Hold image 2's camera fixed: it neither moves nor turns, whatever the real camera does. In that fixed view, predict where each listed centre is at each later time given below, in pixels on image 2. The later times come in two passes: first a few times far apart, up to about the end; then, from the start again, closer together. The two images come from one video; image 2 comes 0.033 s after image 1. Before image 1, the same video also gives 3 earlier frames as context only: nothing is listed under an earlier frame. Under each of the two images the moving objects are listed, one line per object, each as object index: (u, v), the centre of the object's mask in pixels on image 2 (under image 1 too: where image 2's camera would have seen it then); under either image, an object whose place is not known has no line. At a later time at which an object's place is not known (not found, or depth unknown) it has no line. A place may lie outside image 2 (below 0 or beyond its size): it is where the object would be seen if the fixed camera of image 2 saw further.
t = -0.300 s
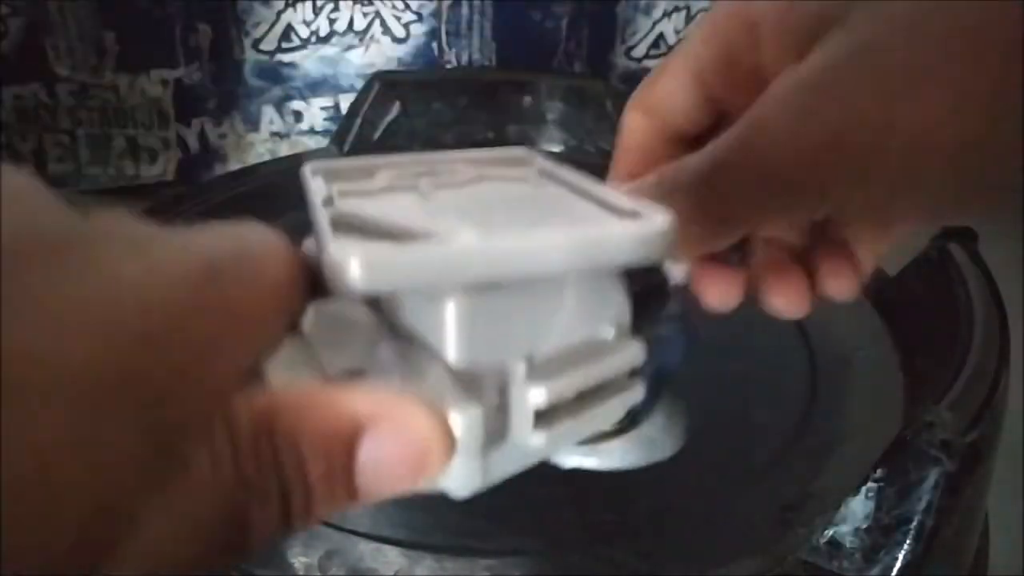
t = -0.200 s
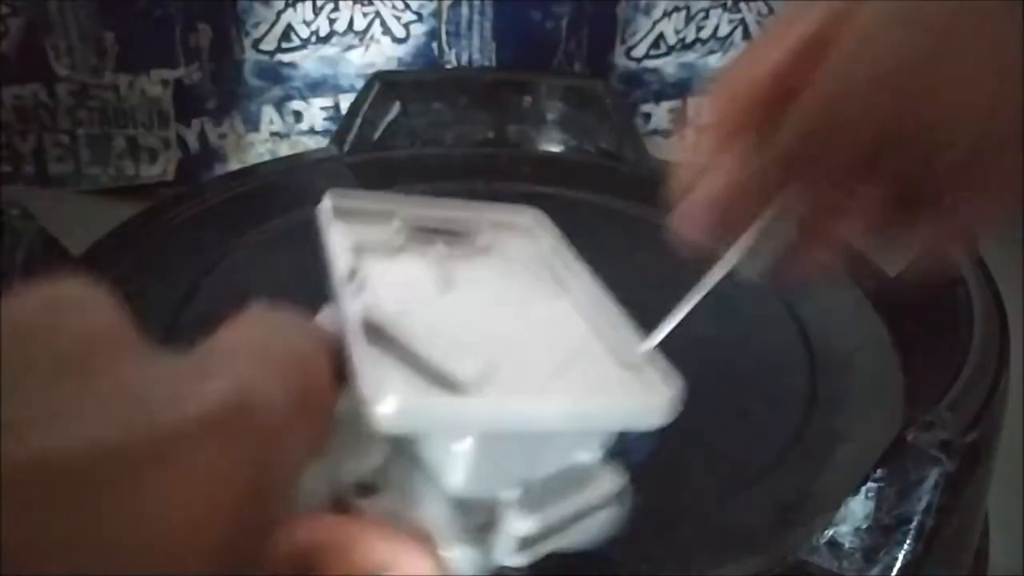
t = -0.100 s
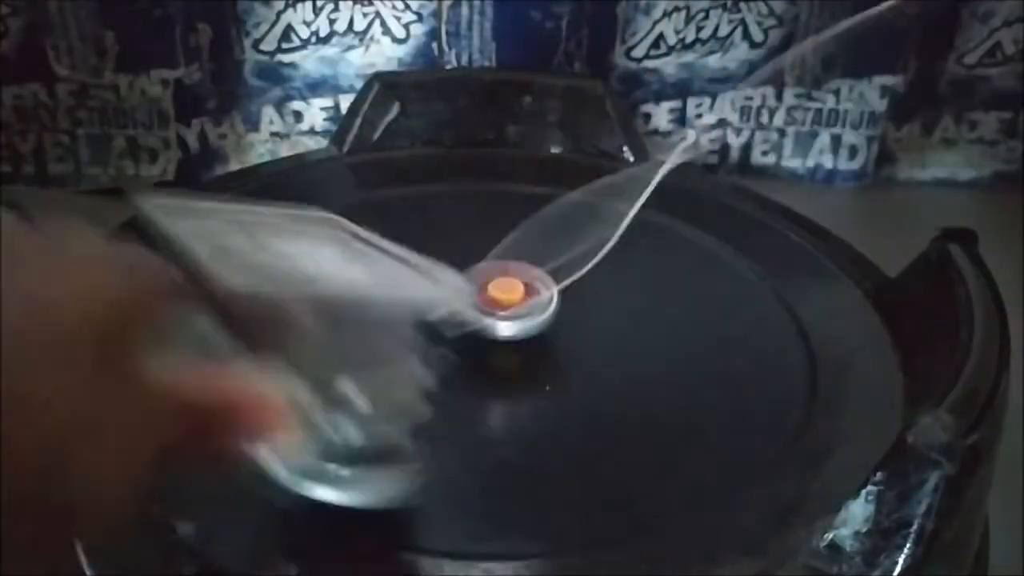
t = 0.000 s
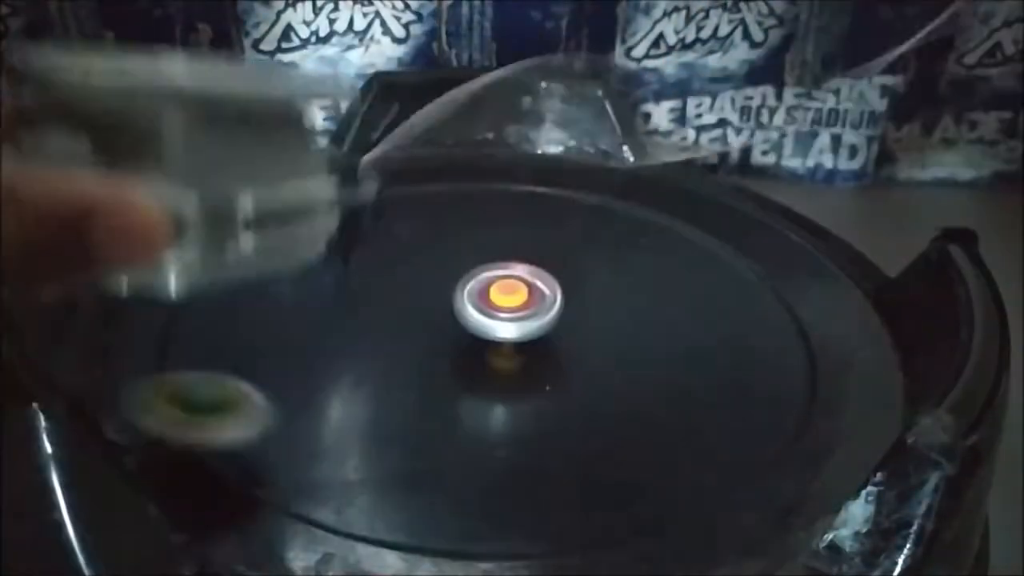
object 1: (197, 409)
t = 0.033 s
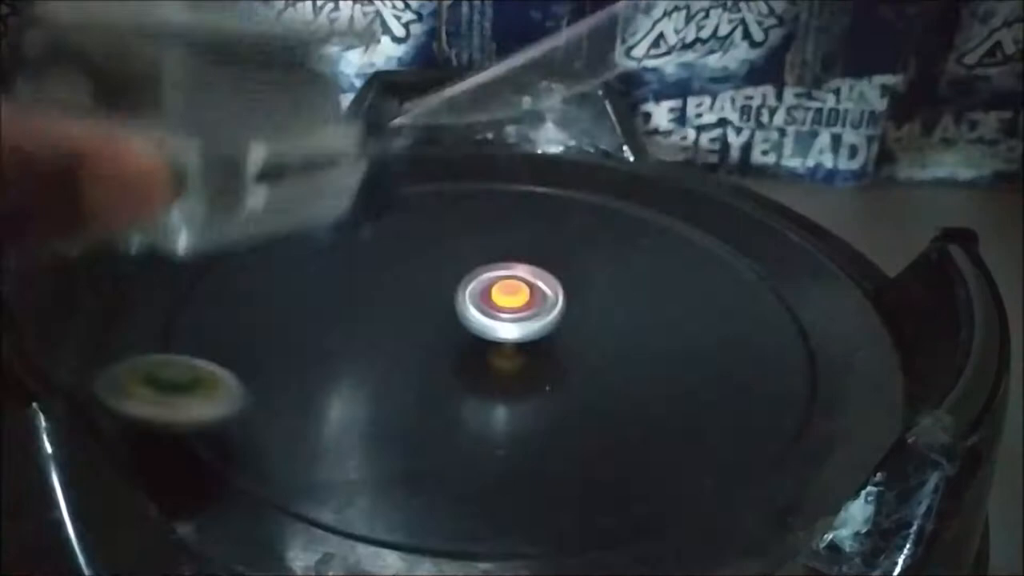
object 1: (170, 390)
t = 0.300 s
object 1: (192, 262)
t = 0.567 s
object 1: (311, 236)
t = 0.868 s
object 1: (410, 198)
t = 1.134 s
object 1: (378, 227)
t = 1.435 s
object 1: (373, 325)
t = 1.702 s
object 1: (439, 311)
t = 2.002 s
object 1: (322, 226)
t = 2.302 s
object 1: (510, 253)
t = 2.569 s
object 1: (466, 234)
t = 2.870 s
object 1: (574, 316)
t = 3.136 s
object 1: (643, 337)
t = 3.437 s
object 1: (812, 305)
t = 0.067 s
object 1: (146, 369)
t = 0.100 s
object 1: (130, 350)
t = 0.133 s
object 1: (135, 332)
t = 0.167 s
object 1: (143, 316)
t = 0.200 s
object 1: (154, 298)
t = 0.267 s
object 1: (195, 283)
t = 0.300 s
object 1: (192, 262)
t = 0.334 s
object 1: (191, 246)
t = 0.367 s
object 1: (201, 236)
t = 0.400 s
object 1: (213, 229)
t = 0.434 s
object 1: (224, 226)
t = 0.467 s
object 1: (244, 227)
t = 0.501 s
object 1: (262, 228)
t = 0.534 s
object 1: (285, 230)
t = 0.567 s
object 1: (311, 236)
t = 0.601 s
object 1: (337, 243)
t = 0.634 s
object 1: (364, 250)
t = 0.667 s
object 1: (390, 259)
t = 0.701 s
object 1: (420, 270)
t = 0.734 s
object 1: (444, 277)
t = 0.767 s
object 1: (440, 248)
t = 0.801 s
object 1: (430, 229)
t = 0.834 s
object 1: (419, 211)
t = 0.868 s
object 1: (410, 198)
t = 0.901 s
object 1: (401, 187)
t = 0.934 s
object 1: (392, 180)
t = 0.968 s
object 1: (384, 174)
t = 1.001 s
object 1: (381, 181)
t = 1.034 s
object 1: (379, 190)
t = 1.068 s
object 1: (377, 201)
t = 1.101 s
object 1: (377, 213)
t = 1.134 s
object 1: (378, 227)
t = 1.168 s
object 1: (380, 242)
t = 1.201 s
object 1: (383, 258)
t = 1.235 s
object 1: (387, 273)
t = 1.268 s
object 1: (394, 288)
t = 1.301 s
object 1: (404, 302)
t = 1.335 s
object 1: (417, 314)
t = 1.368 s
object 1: (422, 322)
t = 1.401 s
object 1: (395, 320)
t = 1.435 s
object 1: (373, 325)
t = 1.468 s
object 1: (354, 328)
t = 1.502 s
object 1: (344, 329)
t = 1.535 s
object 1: (342, 329)
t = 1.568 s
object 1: (349, 330)
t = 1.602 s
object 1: (366, 330)
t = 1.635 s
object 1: (390, 329)
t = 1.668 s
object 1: (416, 322)
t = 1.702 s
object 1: (439, 311)
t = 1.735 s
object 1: (404, 278)
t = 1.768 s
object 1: (366, 261)
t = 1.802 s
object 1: (332, 261)
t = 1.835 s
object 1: (312, 239)
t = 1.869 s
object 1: (297, 236)
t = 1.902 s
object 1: (294, 230)
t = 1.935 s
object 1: (297, 226)
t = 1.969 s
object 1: (307, 225)
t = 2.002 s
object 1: (322, 226)
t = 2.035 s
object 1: (341, 229)
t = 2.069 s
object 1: (362, 232)
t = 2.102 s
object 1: (383, 236)
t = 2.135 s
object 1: (405, 240)
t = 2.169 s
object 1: (429, 245)
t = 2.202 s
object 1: (453, 250)
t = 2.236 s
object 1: (476, 253)
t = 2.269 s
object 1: (498, 256)
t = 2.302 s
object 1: (510, 253)
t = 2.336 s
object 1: (502, 226)
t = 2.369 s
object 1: (491, 219)
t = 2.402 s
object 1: (480, 230)
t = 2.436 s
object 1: (474, 220)
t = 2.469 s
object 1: (469, 226)
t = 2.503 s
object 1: (466, 222)
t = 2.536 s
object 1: (464, 231)
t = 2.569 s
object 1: (466, 234)
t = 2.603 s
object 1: (470, 242)
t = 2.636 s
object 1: (477, 251)
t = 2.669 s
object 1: (487, 260)
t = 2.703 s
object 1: (498, 270)
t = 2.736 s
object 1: (511, 279)
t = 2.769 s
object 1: (526, 290)
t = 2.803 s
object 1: (542, 299)
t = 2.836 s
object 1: (558, 308)
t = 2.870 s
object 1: (574, 316)
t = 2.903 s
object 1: (589, 323)
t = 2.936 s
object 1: (603, 330)
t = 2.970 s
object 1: (616, 334)
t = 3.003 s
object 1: (627, 337)
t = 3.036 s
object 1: (636, 339)
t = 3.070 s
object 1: (641, 340)
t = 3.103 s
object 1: (644, 340)
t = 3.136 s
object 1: (643, 337)
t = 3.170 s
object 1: (637, 332)
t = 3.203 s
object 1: (627, 327)
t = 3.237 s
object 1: (613, 319)
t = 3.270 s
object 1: (599, 311)
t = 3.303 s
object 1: (589, 303)
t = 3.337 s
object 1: (648, 303)
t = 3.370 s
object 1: (713, 311)
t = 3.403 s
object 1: (767, 307)
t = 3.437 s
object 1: (812, 305)
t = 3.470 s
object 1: (801, 286)
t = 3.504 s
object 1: (741, 274)
